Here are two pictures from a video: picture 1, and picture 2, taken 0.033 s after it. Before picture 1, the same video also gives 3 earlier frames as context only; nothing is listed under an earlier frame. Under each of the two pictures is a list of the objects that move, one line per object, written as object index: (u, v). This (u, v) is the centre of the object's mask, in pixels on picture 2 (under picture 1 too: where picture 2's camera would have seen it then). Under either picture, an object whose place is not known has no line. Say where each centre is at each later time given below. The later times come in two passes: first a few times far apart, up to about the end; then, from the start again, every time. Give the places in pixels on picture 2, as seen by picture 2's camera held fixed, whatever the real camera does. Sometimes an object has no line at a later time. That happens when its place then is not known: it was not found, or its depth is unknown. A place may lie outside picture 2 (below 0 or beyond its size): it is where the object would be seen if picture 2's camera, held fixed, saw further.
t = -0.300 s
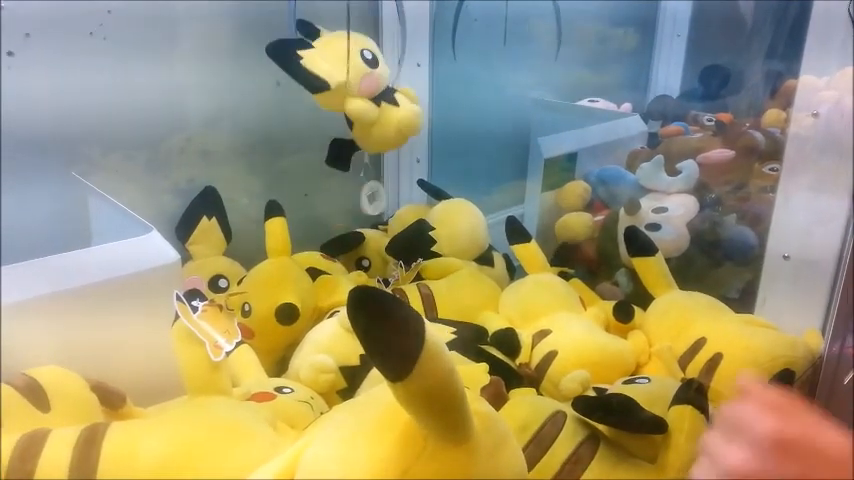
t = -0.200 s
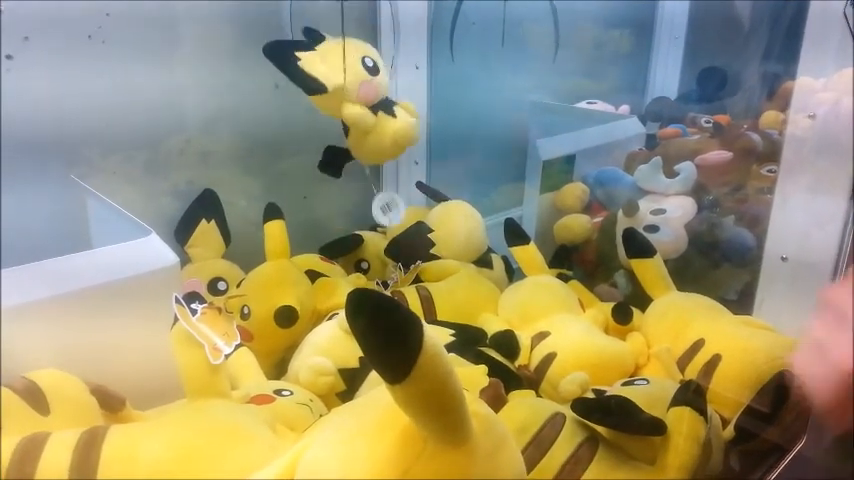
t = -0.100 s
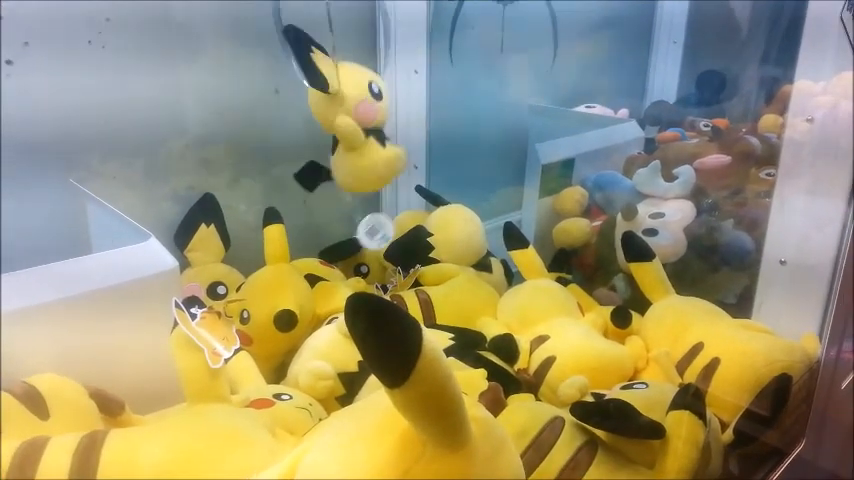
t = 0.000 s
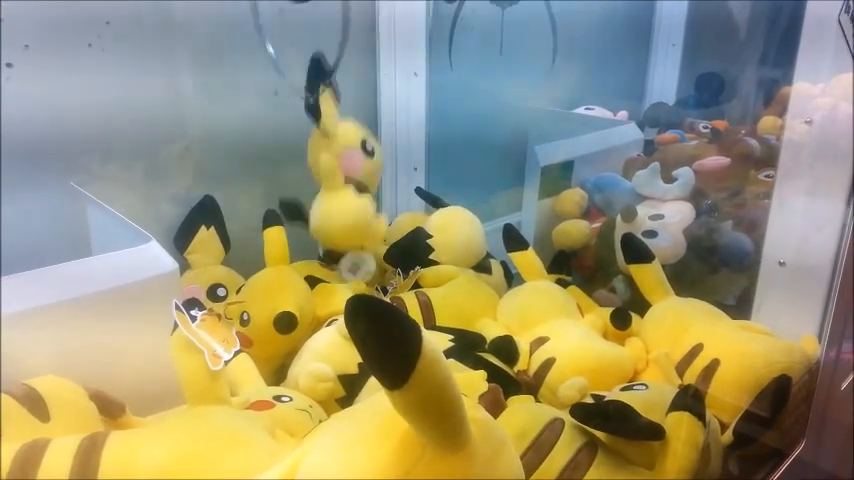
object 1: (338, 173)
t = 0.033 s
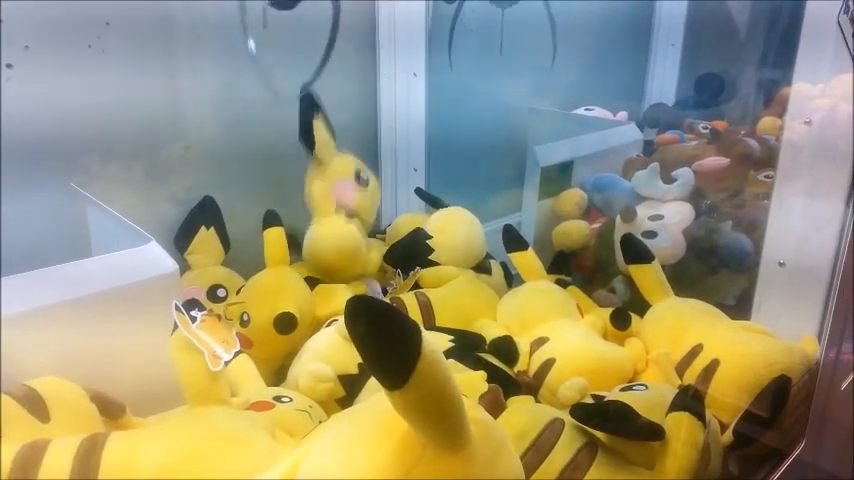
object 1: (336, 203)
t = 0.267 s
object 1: (350, 210)
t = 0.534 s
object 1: (373, 233)
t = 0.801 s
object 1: (370, 235)
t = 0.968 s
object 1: (370, 235)
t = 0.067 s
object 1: (335, 222)
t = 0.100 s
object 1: (336, 225)
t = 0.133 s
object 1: (338, 214)
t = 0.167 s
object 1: (341, 205)
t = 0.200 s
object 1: (343, 200)
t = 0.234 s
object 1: (346, 202)
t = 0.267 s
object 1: (350, 210)
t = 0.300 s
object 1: (352, 219)
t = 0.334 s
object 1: (355, 227)
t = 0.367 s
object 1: (364, 230)
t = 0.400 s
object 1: (373, 232)
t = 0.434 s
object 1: (378, 232)
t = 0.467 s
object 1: (380, 231)
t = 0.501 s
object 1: (377, 233)
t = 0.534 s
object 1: (373, 233)
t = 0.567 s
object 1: (370, 234)
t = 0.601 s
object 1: (368, 236)
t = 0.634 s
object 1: (368, 236)
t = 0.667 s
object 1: (368, 236)
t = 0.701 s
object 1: (370, 235)
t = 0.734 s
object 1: (370, 234)
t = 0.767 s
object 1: (371, 234)
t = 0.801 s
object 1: (370, 235)
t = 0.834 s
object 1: (370, 235)
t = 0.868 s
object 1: (370, 235)
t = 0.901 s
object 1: (370, 235)
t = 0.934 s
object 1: (370, 235)
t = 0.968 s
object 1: (370, 235)
